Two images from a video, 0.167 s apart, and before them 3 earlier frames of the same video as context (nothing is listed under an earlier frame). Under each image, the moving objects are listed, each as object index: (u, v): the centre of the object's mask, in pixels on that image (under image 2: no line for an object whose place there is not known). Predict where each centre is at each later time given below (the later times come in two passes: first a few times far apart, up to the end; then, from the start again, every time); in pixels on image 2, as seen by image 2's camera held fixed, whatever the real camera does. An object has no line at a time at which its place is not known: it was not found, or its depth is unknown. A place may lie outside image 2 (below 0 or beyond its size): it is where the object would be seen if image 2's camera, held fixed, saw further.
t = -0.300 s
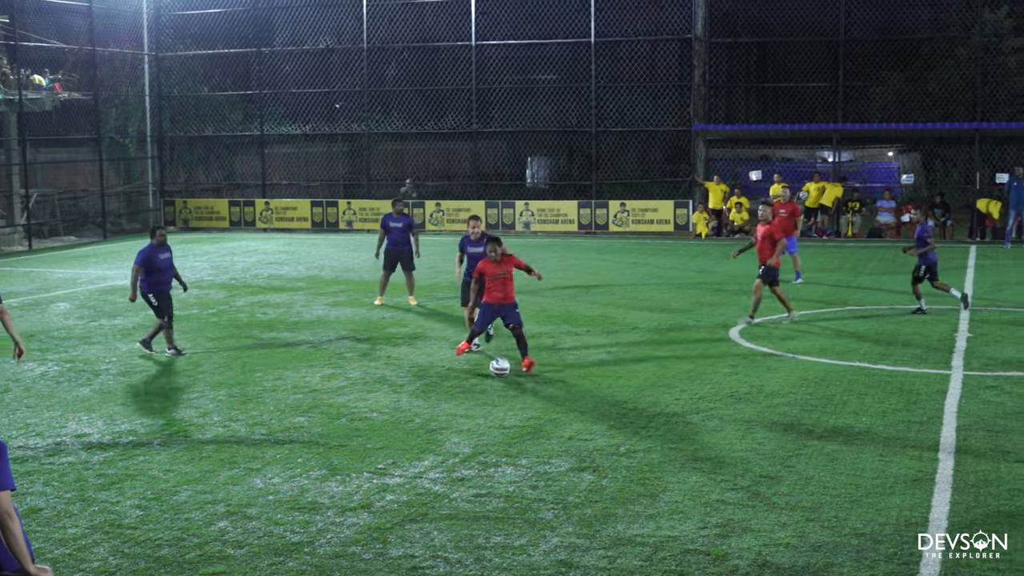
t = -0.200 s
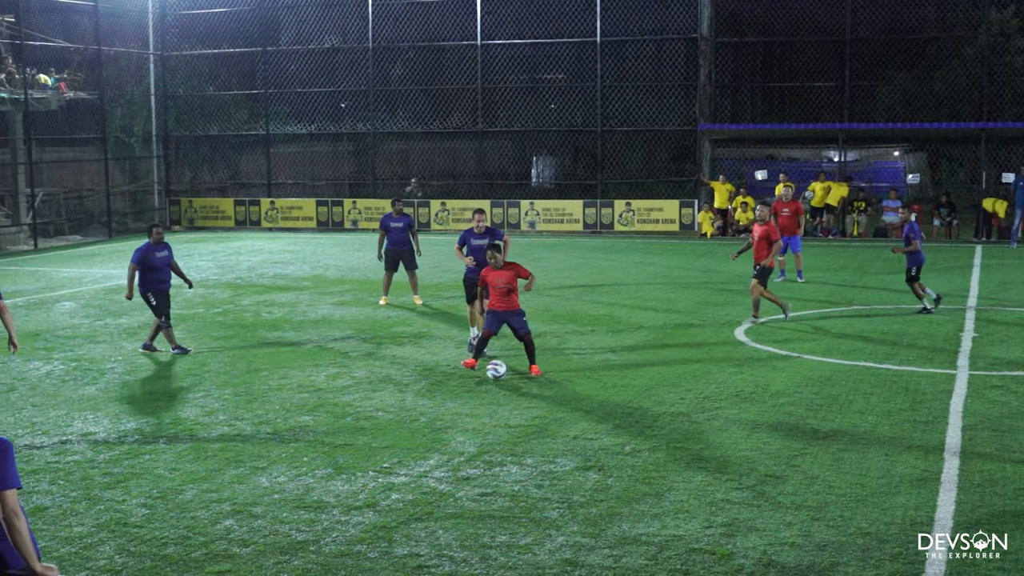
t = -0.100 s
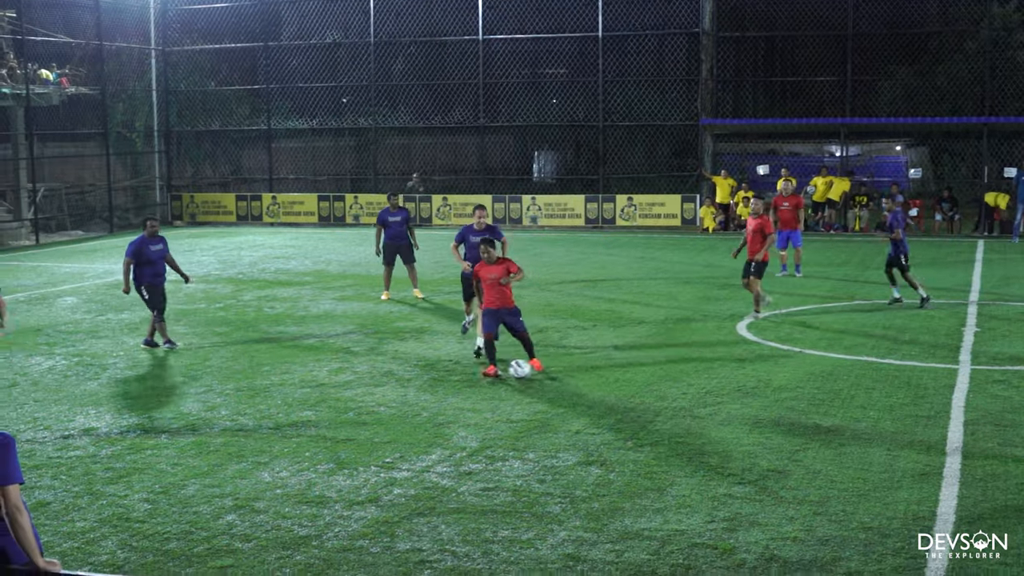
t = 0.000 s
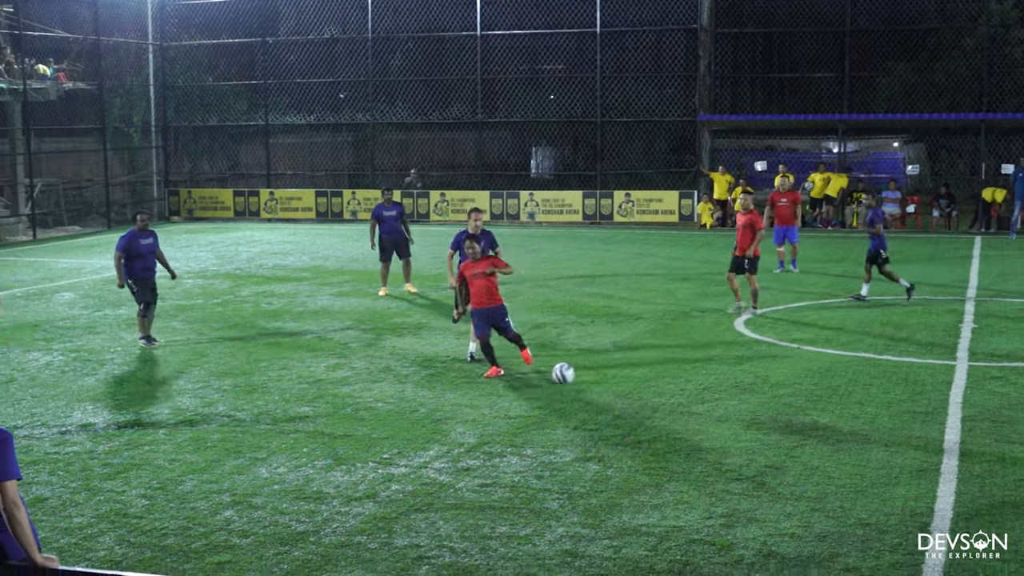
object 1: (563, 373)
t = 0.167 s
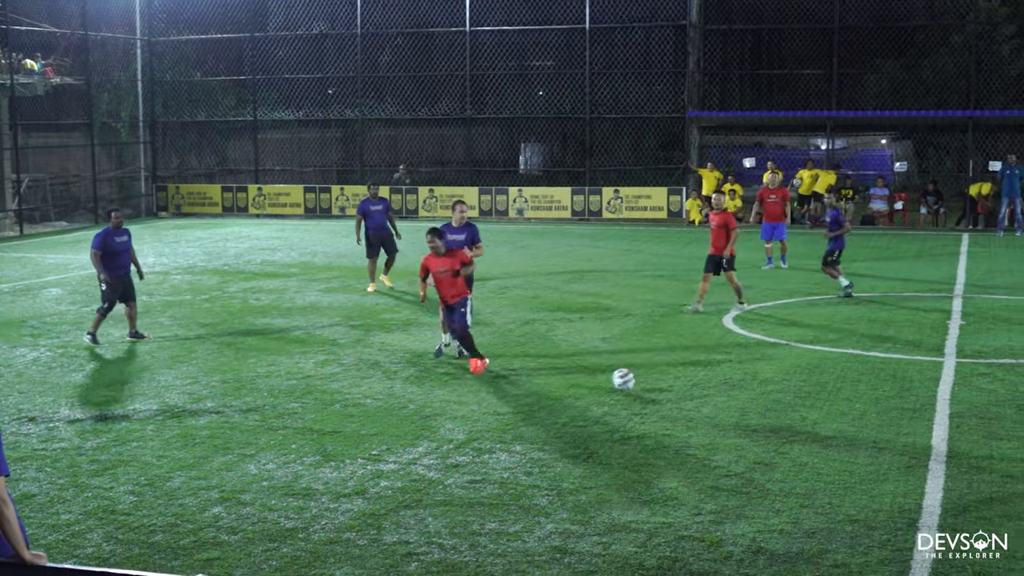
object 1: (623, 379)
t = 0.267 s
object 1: (661, 386)
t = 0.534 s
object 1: (755, 403)
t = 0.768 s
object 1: (839, 421)
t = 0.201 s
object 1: (635, 381)
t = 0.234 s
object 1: (651, 386)
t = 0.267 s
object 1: (661, 386)
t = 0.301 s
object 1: (671, 387)
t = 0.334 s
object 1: (686, 389)
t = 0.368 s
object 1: (697, 393)
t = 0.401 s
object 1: (706, 394)
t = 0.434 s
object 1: (720, 396)
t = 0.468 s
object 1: (730, 398)
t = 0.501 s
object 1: (741, 401)
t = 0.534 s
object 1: (755, 403)
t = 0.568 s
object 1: (765, 405)
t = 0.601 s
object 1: (776, 408)
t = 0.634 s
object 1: (791, 411)
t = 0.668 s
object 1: (801, 413)
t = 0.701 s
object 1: (813, 415)
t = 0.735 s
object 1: (828, 418)
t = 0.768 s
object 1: (839, 421)
